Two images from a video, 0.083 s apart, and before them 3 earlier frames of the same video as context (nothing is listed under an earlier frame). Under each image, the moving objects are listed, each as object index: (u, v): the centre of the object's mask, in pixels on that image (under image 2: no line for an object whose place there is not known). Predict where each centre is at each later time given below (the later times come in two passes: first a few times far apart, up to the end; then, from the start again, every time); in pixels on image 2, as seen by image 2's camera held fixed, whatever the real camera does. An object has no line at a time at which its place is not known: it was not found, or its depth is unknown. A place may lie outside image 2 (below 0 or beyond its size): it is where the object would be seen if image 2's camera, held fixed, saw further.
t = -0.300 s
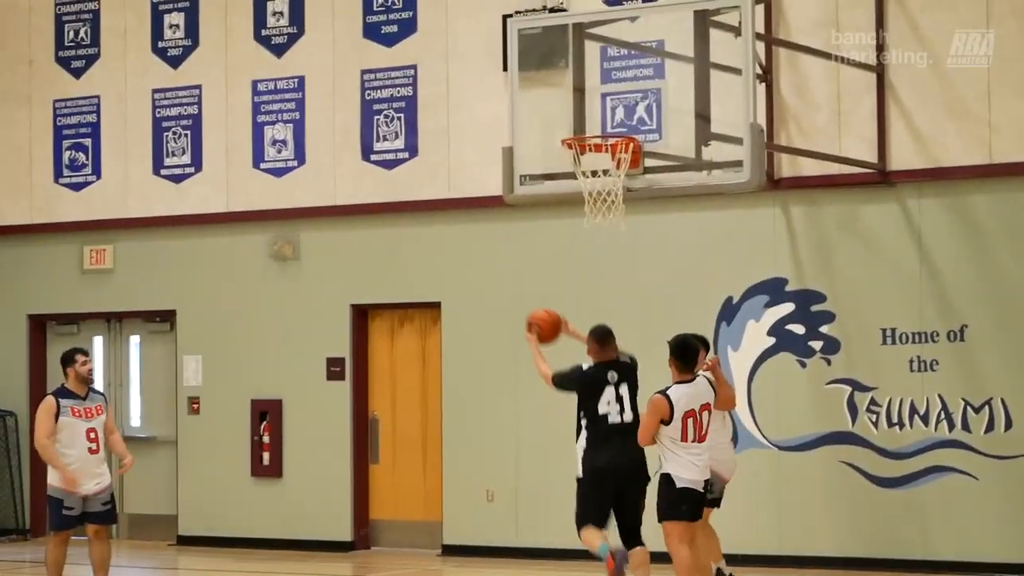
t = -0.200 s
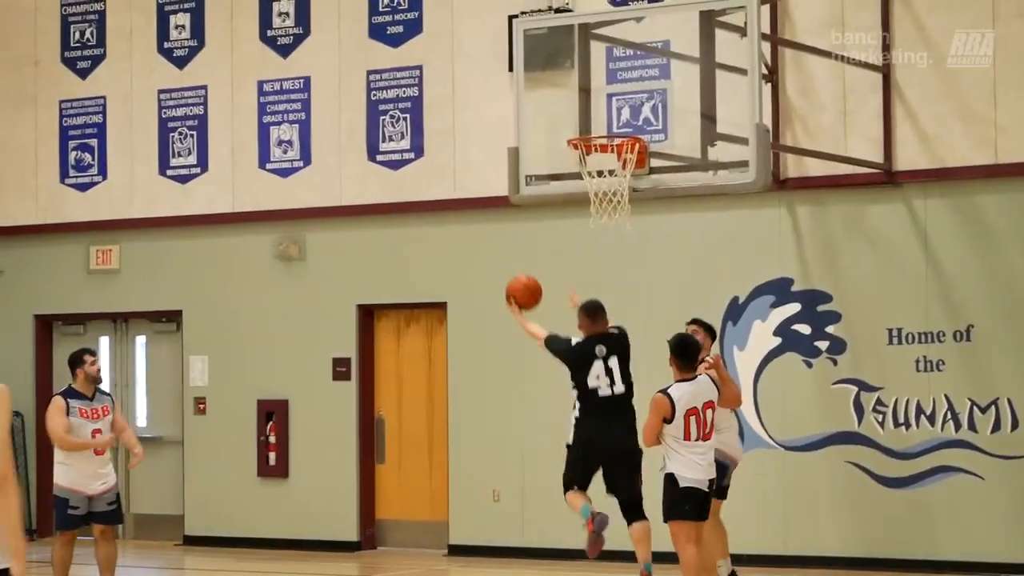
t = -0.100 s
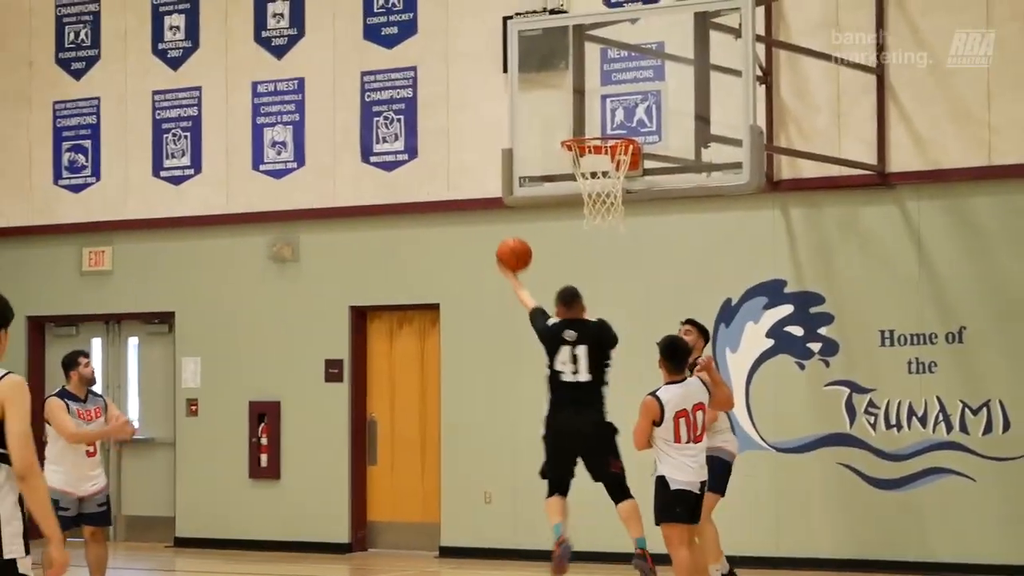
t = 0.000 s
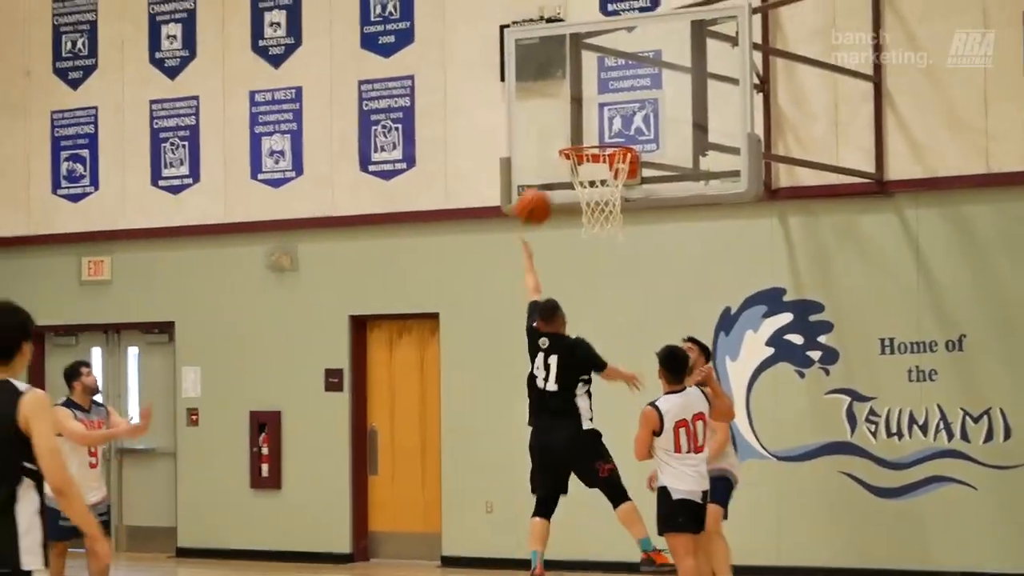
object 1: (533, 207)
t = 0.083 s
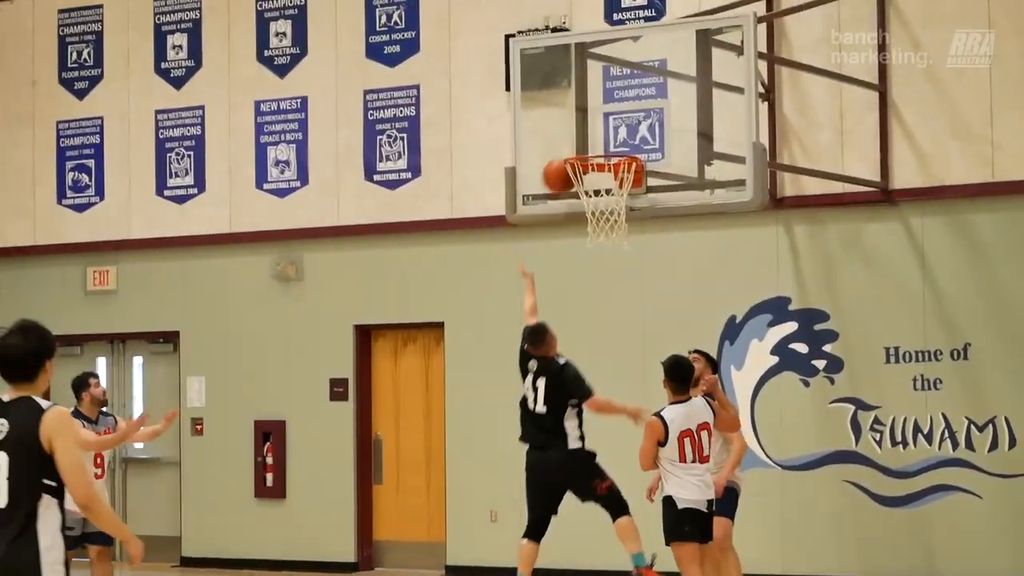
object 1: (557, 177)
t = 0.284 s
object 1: (590, 129)
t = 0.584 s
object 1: (600, 182)
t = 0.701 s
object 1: (597, 230)
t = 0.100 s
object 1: (560, 168)
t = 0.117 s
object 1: (564, 160)
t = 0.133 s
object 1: (570, 152)
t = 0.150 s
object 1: (577, 146)
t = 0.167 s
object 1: (581, 143)
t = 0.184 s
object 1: (584, 141)
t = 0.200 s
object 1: (585, 138)
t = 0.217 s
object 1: (586, 136)
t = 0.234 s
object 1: (586, 134)
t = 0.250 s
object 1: (587, 132)
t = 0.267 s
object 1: (589, 130)
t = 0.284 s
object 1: (590, 129)
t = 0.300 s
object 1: (591, 129)
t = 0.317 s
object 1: (592, 128)
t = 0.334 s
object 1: (593, 129)
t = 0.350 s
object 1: (594, 129)
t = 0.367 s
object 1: (595, 130)
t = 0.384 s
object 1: (596, 132)
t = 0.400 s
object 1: (597, 133)
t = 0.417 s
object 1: (598, 135)
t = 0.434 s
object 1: (599, 138)
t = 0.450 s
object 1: (600, 140)
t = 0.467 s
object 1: (601, 141)
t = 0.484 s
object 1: (602, 144)
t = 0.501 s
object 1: (604, 152)
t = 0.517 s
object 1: (605, 157)
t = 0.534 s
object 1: (605, 164)
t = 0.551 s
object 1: (601, 173)
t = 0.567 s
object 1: (599, 177)
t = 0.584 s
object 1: (600, 182)
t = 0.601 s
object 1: (600, 188)
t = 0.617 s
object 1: (599, 195)
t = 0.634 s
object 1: (598, 203)
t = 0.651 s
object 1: (598, 210)
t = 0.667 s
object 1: (597, 216)
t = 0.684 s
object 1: (597, 223)
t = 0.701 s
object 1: (597, 230)
